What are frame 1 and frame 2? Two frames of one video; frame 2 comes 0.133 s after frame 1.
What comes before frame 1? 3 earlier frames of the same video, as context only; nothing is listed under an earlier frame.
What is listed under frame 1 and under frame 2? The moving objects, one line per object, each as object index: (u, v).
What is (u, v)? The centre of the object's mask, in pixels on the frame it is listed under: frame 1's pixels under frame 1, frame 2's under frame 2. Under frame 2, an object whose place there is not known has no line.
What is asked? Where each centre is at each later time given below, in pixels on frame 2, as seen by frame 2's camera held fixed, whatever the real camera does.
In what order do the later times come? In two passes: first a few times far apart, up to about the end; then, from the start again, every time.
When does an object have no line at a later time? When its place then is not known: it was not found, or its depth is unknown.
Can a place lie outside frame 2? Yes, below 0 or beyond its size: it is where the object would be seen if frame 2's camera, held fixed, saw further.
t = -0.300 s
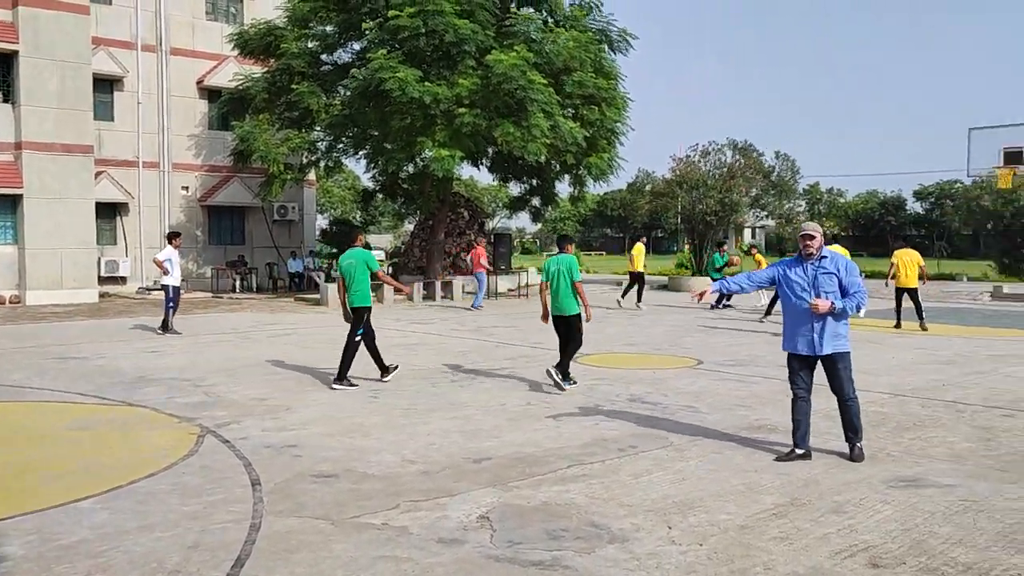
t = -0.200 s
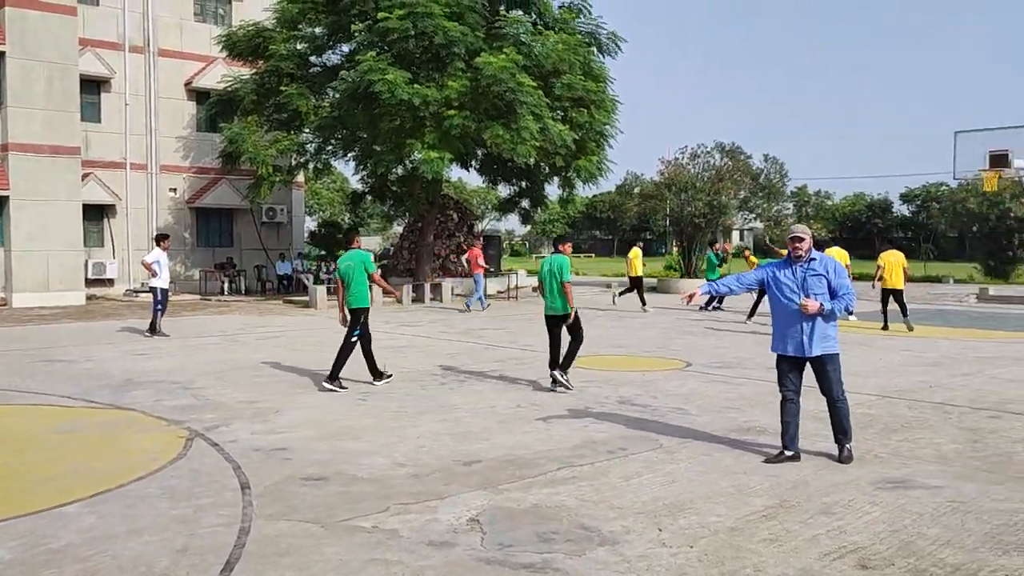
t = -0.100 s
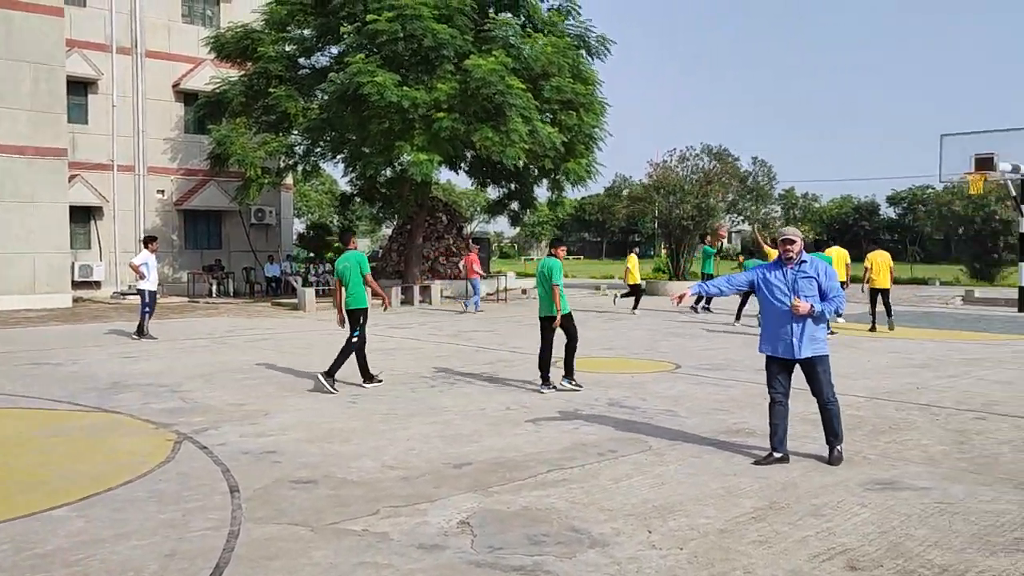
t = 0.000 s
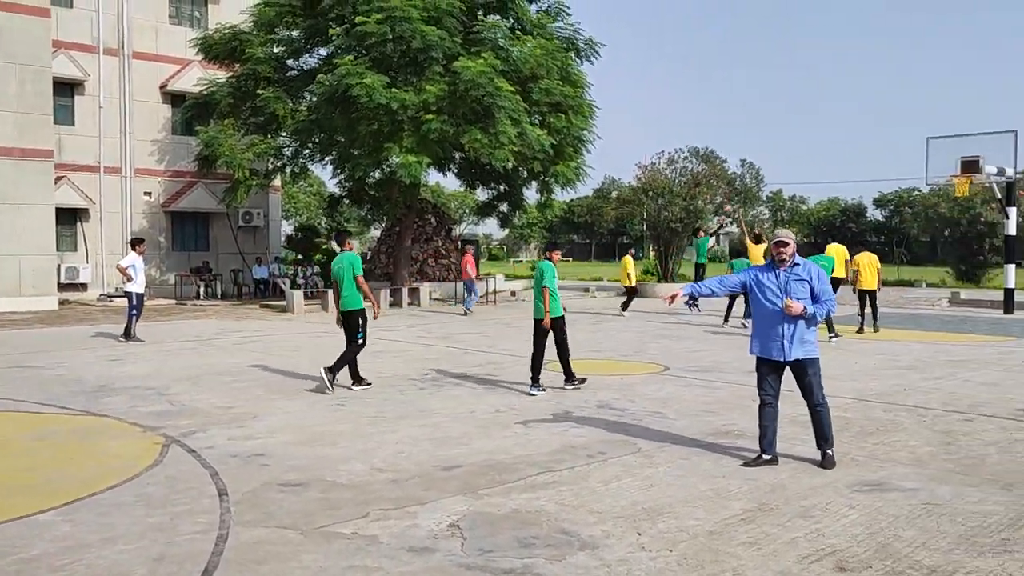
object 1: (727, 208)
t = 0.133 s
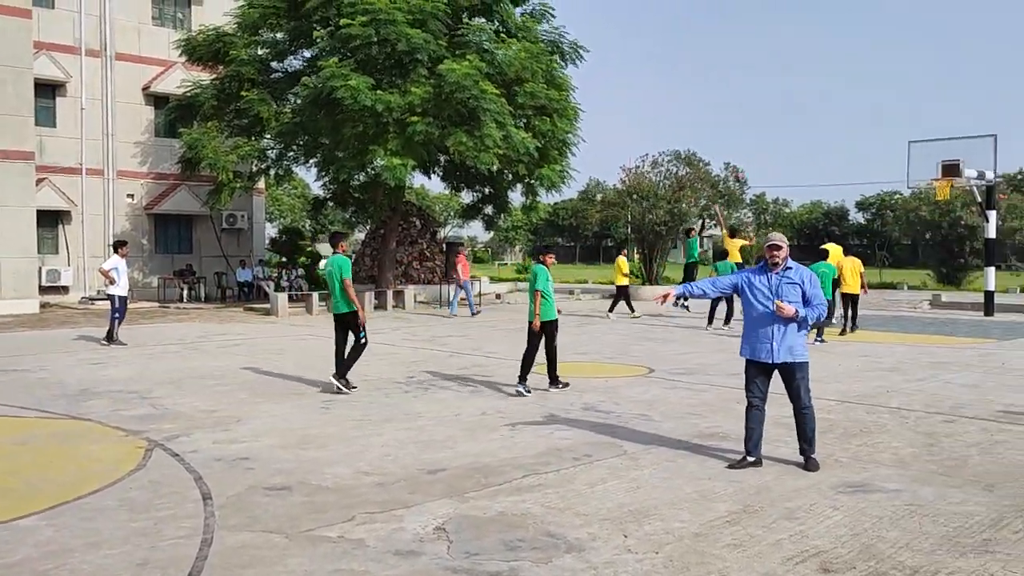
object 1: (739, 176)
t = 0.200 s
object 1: (755, 163)
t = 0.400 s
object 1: (800, 130)
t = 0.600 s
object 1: (845, 114)
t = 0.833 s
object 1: (898, 118)
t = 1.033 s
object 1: (943, 142)
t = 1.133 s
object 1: (952, 155)
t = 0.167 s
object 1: (747, 170)
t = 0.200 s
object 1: (755, 163)
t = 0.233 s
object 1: (762, 156)
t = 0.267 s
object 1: (770, 150)
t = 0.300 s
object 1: (777, 144)
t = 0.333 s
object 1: (785, 139)
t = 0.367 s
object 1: (792, 134)
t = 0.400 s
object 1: (800, 130)
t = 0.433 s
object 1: (807, 126)
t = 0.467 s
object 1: (815, 123)
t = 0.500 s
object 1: (822, 120)
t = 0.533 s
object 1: (830, 118)
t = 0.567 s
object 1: (838, 116)
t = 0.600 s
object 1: (845, 114)
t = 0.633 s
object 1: (852, 113)
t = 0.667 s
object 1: (860, 113)
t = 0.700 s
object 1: (867, 113)
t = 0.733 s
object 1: (875, 113)
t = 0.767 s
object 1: (883, 115)
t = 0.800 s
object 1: (890, 116)
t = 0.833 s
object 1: (898, 118)
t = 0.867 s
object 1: (905, 121)
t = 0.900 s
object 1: (913, 124)
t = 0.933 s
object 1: (921, 128)
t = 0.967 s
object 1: (928, 132)
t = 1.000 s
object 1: (936, 136)
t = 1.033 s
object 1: (943, 142)
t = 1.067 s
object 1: (947, 146)
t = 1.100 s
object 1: (949, 150)
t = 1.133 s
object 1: (952, 155)
